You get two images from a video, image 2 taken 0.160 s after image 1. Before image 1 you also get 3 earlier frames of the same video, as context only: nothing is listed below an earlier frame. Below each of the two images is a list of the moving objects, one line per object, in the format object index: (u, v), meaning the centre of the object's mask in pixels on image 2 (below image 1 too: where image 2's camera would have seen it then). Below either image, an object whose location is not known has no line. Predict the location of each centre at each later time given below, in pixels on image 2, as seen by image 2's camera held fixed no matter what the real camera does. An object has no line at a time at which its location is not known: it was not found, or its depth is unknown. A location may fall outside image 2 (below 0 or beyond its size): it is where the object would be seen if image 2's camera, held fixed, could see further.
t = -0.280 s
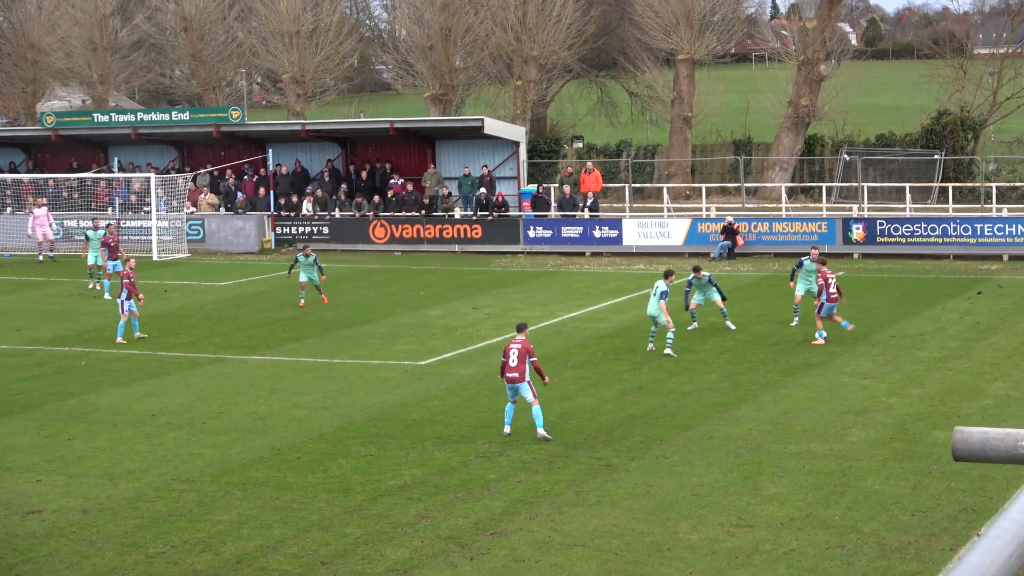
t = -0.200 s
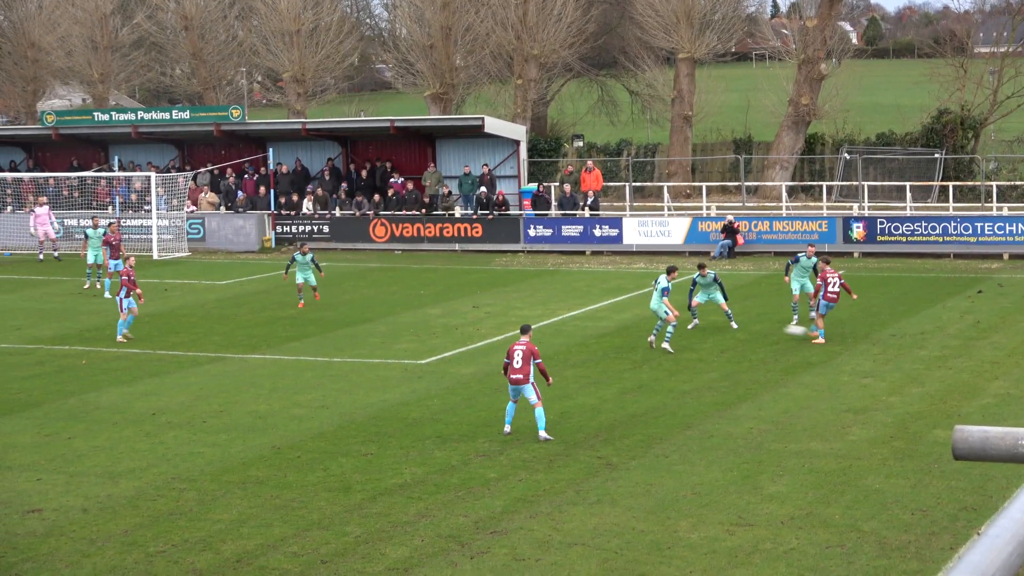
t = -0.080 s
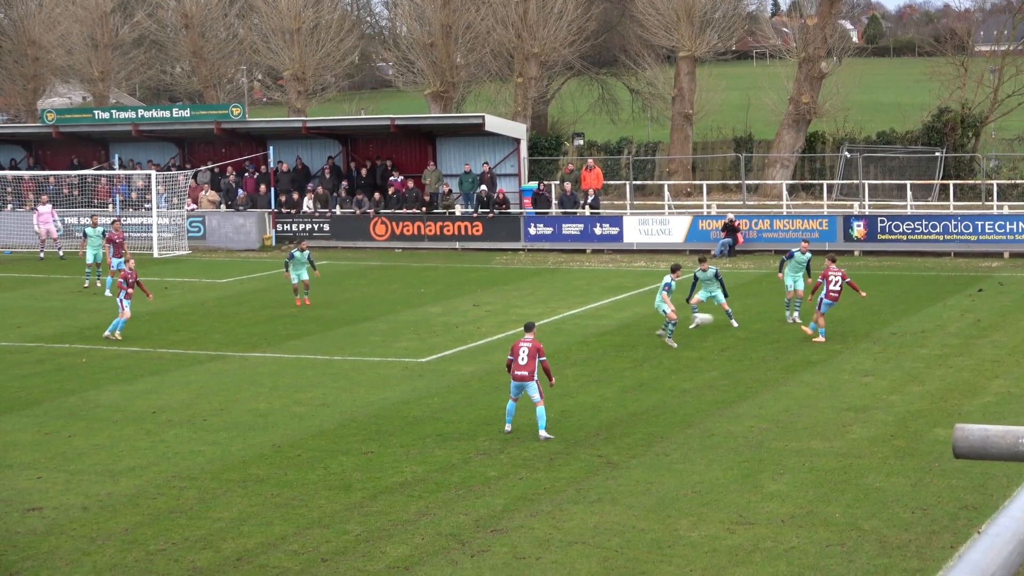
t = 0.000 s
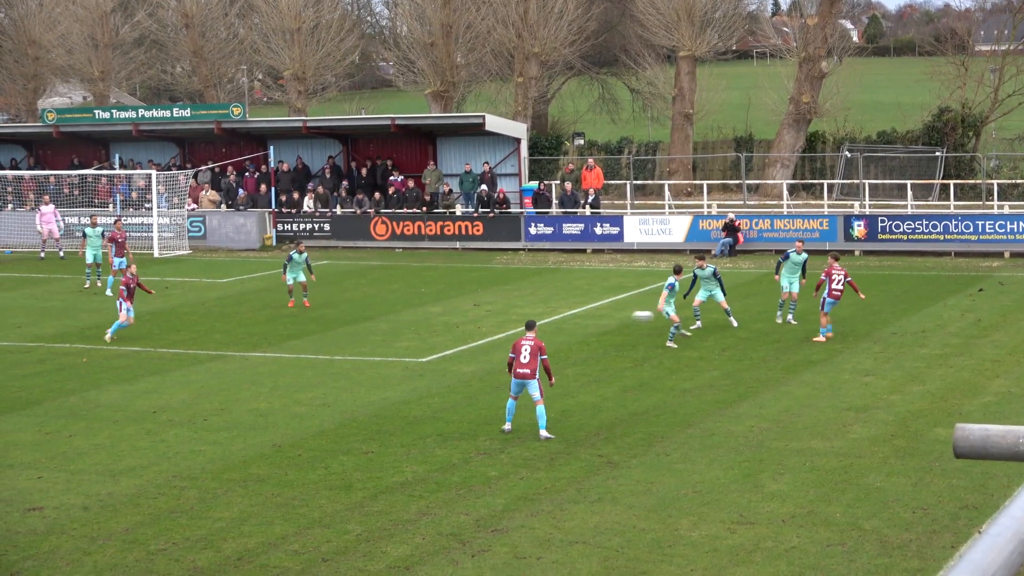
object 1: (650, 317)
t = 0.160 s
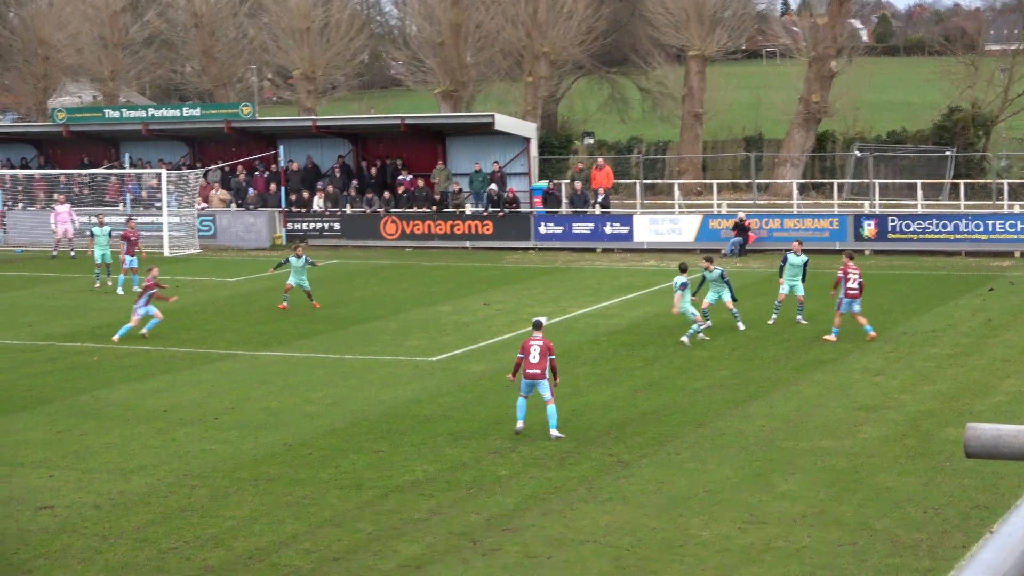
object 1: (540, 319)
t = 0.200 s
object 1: (515, 325)
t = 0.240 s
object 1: (492, 325)
